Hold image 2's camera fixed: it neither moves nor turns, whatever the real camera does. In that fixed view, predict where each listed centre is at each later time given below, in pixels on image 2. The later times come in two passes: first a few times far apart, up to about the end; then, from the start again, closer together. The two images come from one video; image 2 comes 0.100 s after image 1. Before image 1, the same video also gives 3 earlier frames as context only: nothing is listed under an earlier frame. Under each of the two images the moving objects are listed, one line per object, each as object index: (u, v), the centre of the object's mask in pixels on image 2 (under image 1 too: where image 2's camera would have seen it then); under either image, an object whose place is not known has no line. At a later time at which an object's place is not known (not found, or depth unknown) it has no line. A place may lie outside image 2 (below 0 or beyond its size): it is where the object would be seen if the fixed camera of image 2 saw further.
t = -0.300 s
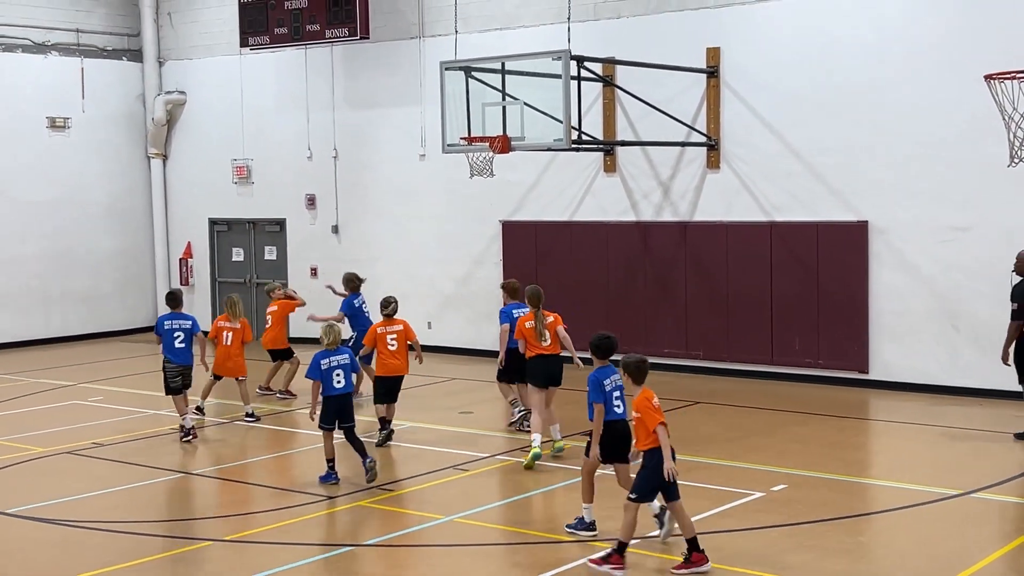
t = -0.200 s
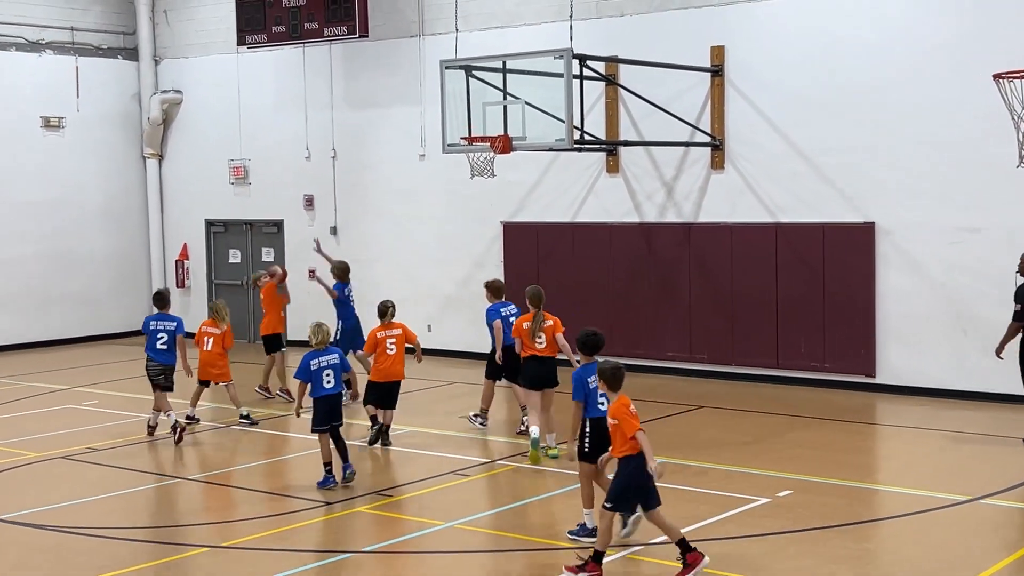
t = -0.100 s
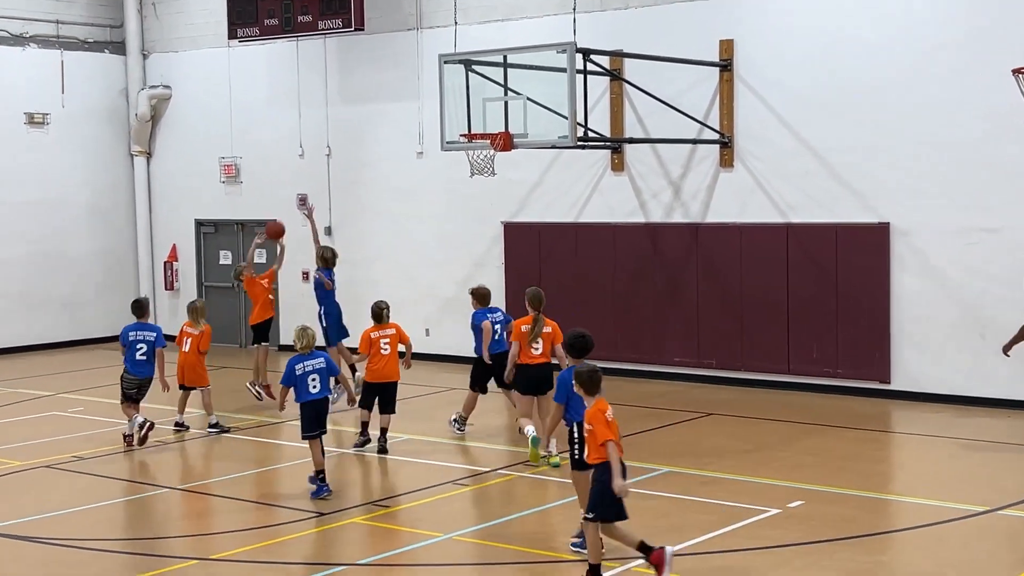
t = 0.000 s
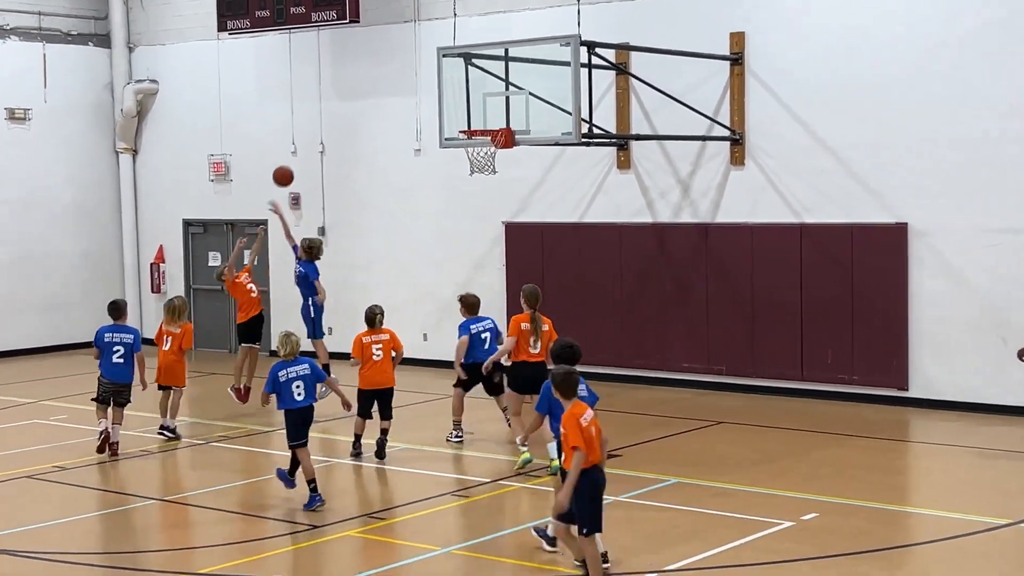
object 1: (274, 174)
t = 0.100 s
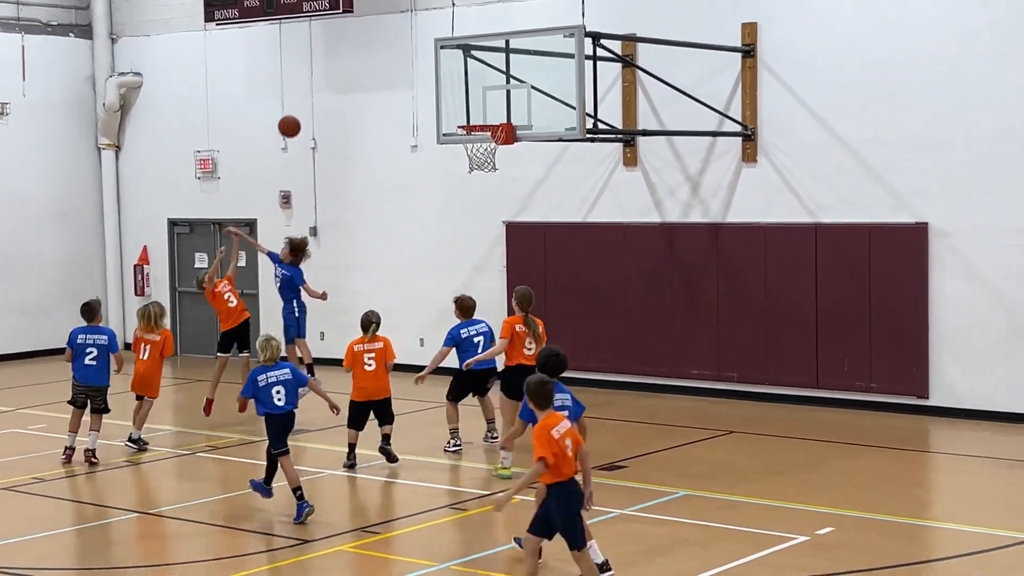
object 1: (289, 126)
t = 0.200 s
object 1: (305, 87)
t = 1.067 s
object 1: (437, 141)
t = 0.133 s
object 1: (294, 112)
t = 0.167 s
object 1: (300, 99)
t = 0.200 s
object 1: (305, 87)
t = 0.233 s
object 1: (311, 76)
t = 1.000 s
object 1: (449, 127)
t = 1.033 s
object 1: (443, 133)
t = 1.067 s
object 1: (437, 141)
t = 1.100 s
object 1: (432, 150)
